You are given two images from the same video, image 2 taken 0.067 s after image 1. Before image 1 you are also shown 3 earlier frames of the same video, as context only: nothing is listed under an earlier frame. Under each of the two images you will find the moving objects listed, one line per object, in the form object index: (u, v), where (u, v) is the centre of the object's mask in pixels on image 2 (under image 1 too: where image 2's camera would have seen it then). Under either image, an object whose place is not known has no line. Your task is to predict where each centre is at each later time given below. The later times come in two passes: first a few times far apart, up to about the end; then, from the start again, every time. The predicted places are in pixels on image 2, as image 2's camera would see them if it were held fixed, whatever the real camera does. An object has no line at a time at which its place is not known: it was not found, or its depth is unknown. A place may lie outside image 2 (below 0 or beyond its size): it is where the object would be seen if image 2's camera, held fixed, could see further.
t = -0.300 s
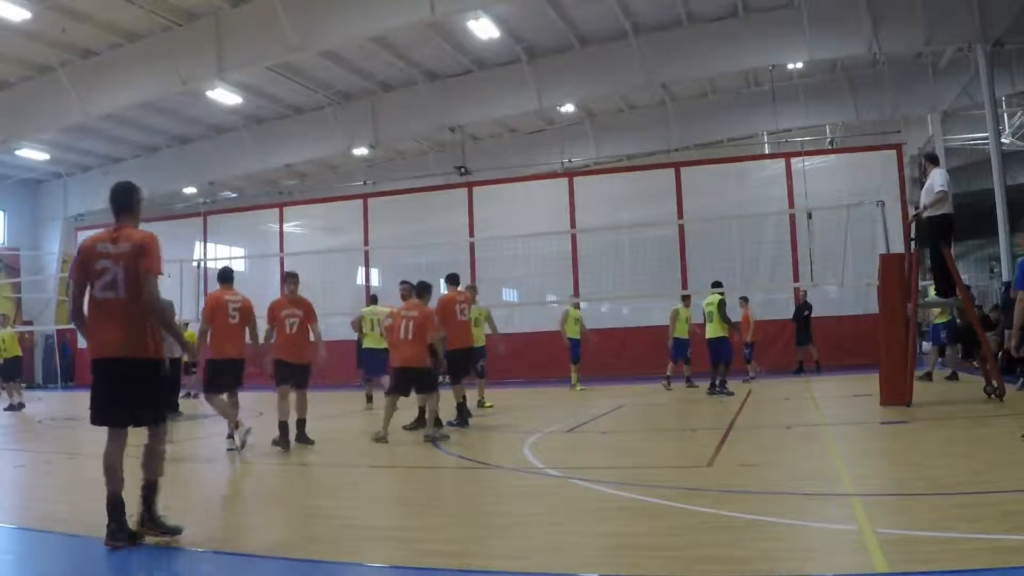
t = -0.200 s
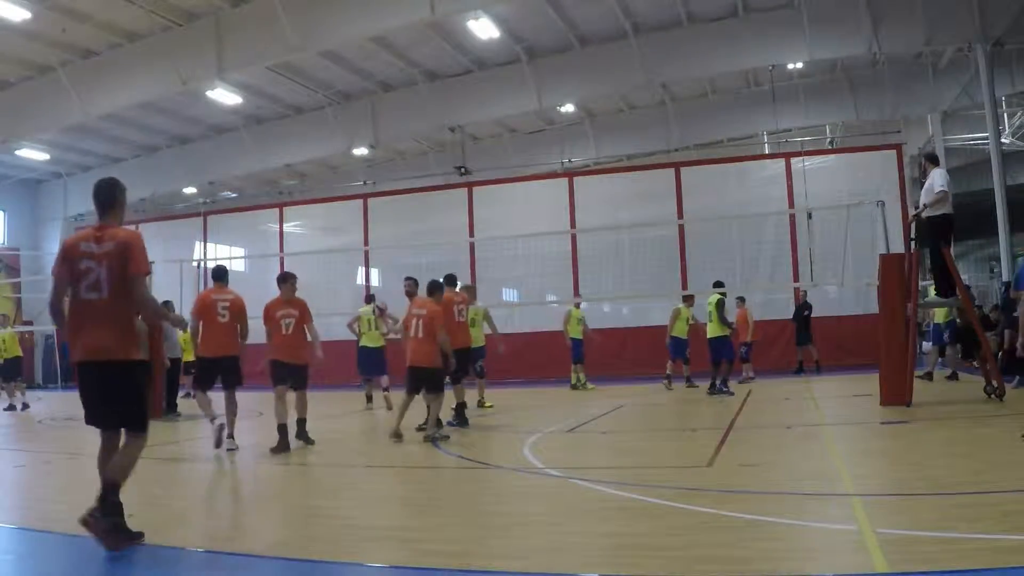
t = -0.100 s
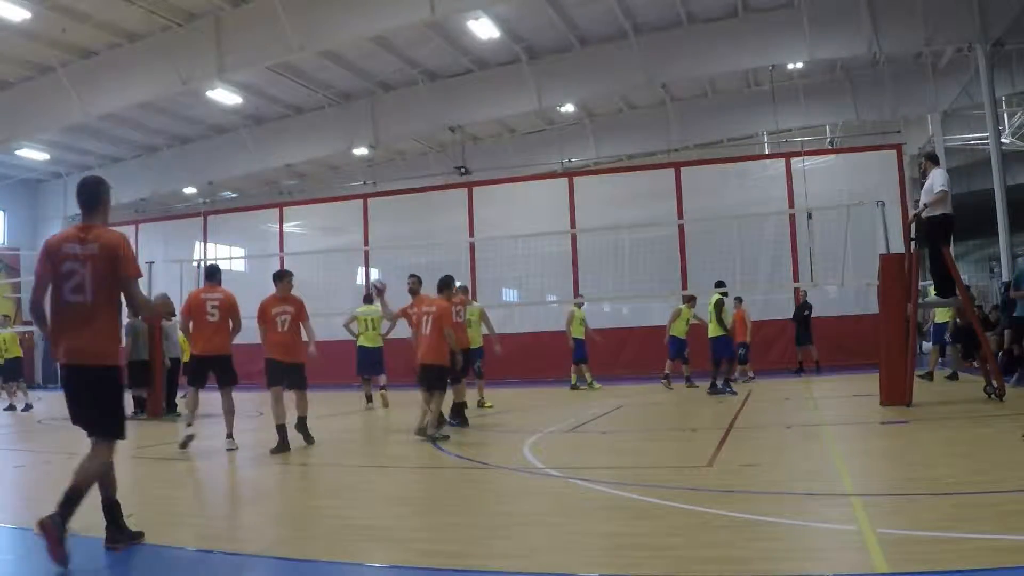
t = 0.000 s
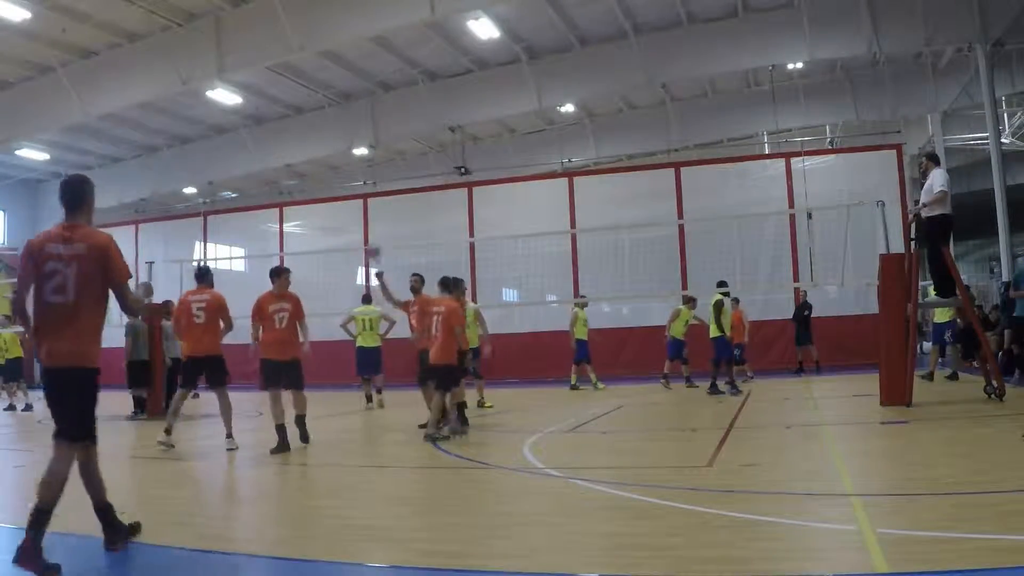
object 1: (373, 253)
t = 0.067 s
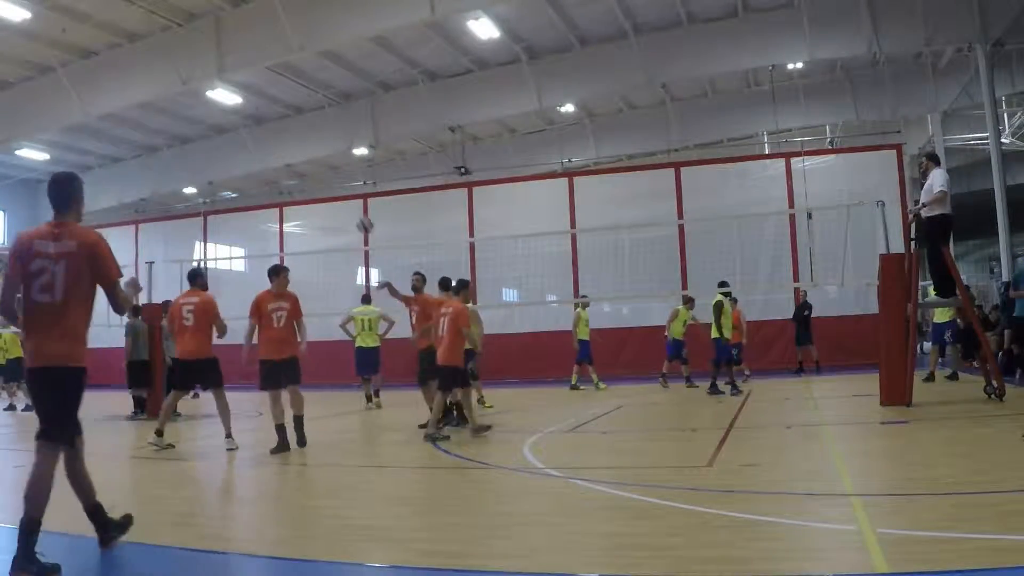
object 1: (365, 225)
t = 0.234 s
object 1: (347, 171)
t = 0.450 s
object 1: (310, 117)
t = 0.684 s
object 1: (257, 111)
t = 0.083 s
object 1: (363, 220)
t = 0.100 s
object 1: (358, 213)
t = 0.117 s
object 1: (359, 205)
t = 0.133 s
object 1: (357, 201)
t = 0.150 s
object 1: (355, 195)
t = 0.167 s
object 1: (353, 190)
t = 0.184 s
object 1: (352, 187)
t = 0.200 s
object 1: (349, 179)
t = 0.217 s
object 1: (349, 177)
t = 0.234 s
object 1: (347, 171)
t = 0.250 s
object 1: (343, 165)
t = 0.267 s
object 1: (341, 160)
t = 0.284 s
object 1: (338, 153)
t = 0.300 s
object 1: (335, 149)
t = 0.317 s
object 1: (333, 145)
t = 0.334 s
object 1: (331, 141)
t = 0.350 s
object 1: (330, 136)
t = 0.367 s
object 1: (326, 132)
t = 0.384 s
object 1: (322, 129)
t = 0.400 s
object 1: (319, 125)
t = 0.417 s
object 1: (316, 122)
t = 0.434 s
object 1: (314, 120)
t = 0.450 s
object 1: (310, 117)
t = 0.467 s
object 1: (307, 116)
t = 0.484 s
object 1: (305, 114)
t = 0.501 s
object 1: (301, 113)
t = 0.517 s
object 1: (298, 109)
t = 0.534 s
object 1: (295, 108)
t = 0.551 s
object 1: (292, 108)
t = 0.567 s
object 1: (288, 108)
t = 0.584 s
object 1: (284, 107)
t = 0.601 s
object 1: (279, 106)
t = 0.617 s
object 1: (274, 108)
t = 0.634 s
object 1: (271, 109)
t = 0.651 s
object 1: (267, 108)
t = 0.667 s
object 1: (261, 111)
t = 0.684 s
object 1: (257, 111)
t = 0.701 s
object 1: (251, 114)
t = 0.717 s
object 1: (248, 119)
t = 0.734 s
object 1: (241, 124)
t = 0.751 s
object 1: (237, 125)
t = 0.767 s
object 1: (233, 128)
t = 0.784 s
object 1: (224, 135)
